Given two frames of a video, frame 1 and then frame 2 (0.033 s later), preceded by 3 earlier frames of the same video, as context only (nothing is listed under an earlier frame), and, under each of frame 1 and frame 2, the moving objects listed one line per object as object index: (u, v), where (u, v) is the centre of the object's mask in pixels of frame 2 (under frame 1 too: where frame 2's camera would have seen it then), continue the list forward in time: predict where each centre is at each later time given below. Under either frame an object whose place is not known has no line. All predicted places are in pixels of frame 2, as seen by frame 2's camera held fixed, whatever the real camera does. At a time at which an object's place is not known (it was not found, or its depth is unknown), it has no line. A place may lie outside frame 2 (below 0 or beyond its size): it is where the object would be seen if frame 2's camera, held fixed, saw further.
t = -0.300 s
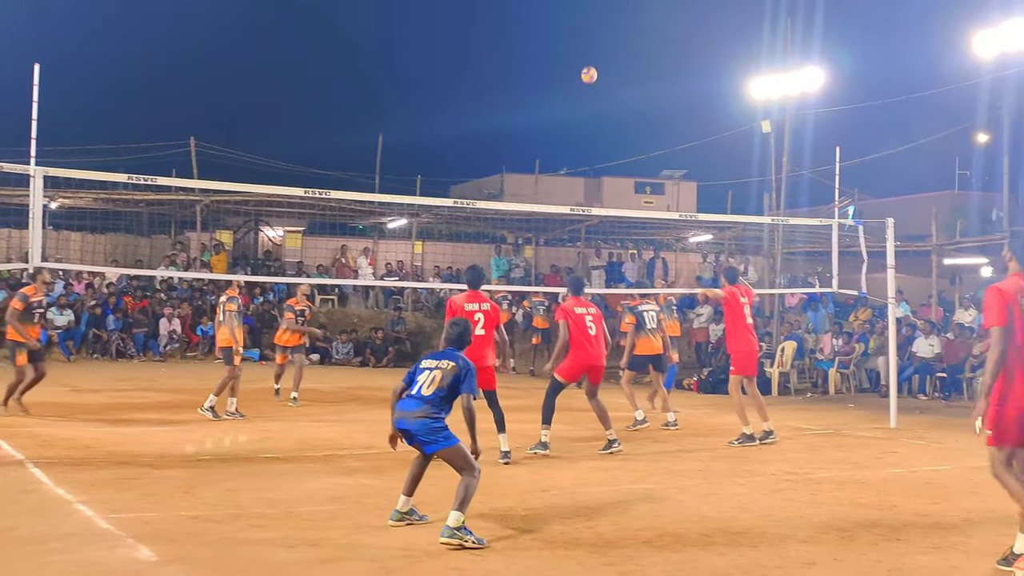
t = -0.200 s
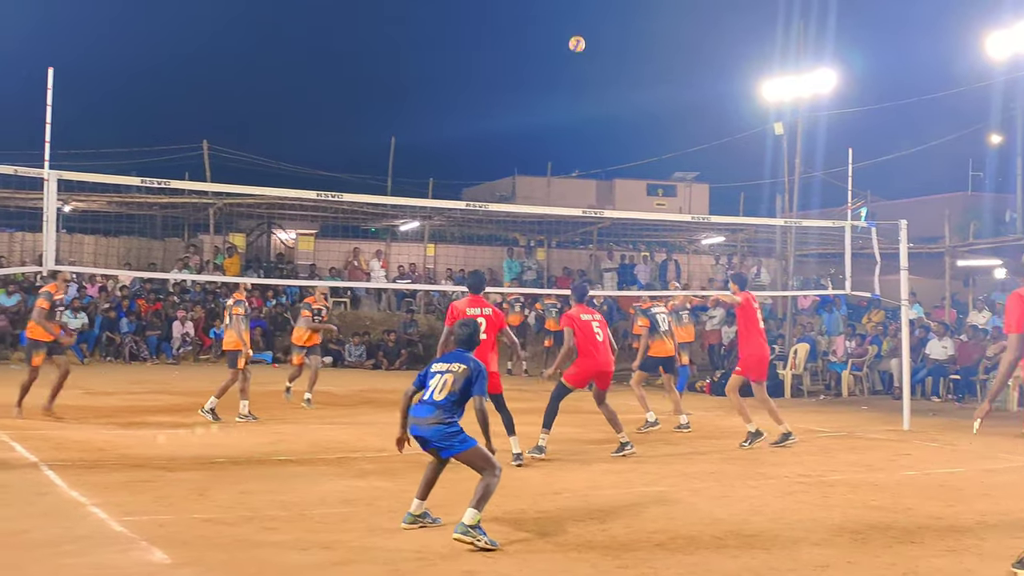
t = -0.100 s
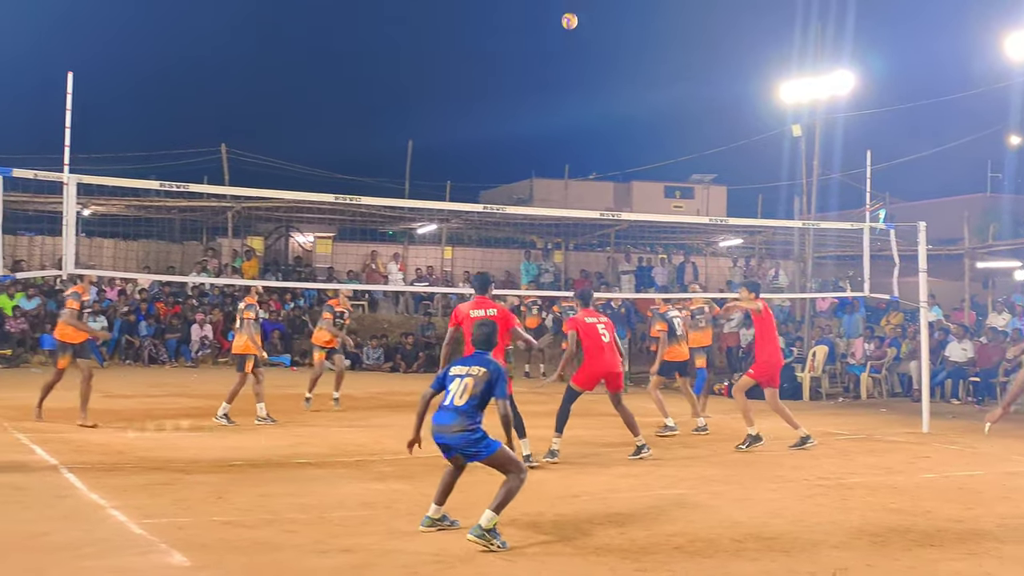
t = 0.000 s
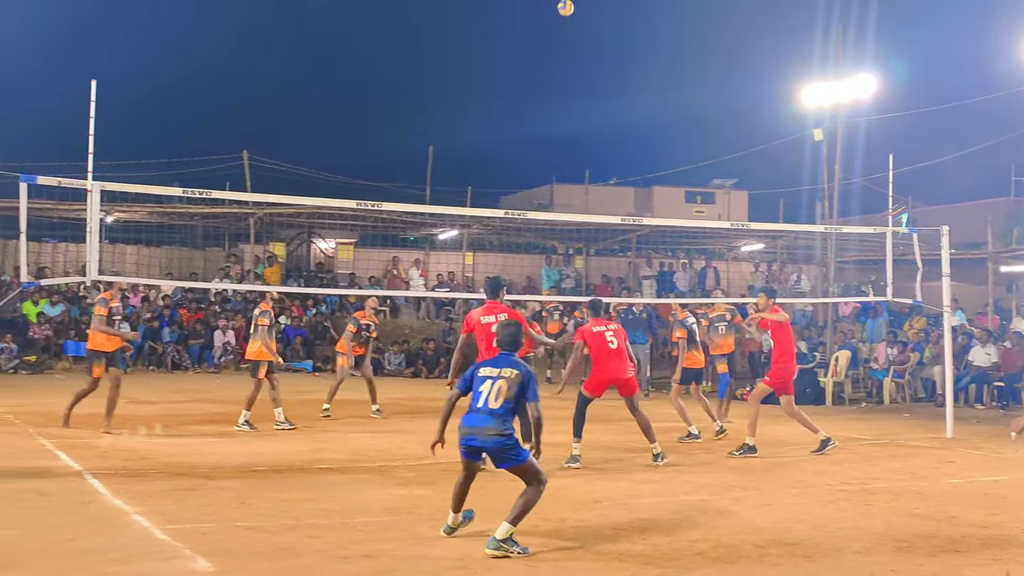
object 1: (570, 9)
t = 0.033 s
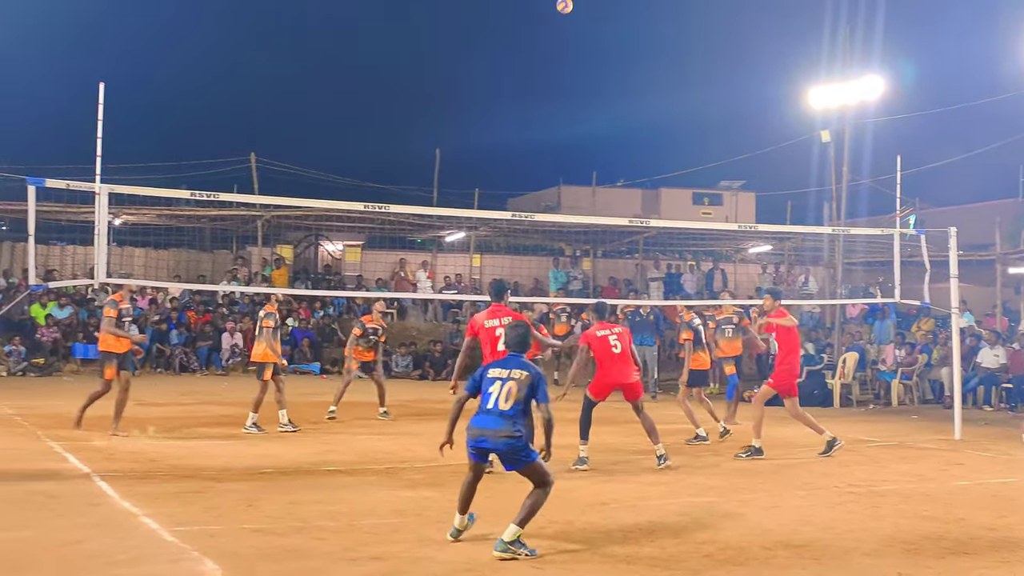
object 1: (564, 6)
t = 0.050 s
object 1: (562, 5)
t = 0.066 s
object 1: (559, 4)
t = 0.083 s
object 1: (556, 3)
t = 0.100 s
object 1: (553, 1)
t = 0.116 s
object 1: (550, 1)
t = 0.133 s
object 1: (547, 0)
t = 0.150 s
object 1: (543, 0)
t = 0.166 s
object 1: (540, 0)
